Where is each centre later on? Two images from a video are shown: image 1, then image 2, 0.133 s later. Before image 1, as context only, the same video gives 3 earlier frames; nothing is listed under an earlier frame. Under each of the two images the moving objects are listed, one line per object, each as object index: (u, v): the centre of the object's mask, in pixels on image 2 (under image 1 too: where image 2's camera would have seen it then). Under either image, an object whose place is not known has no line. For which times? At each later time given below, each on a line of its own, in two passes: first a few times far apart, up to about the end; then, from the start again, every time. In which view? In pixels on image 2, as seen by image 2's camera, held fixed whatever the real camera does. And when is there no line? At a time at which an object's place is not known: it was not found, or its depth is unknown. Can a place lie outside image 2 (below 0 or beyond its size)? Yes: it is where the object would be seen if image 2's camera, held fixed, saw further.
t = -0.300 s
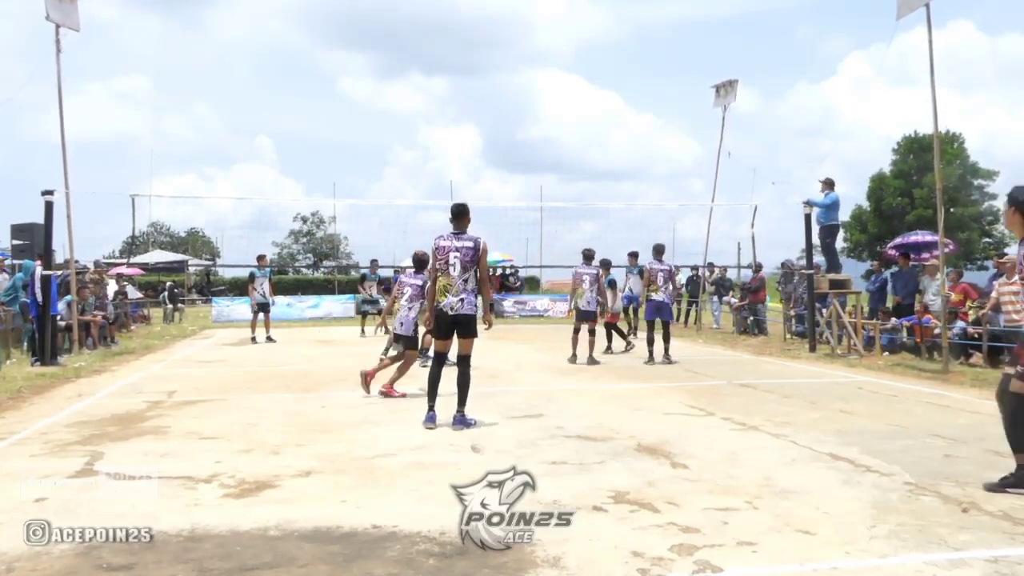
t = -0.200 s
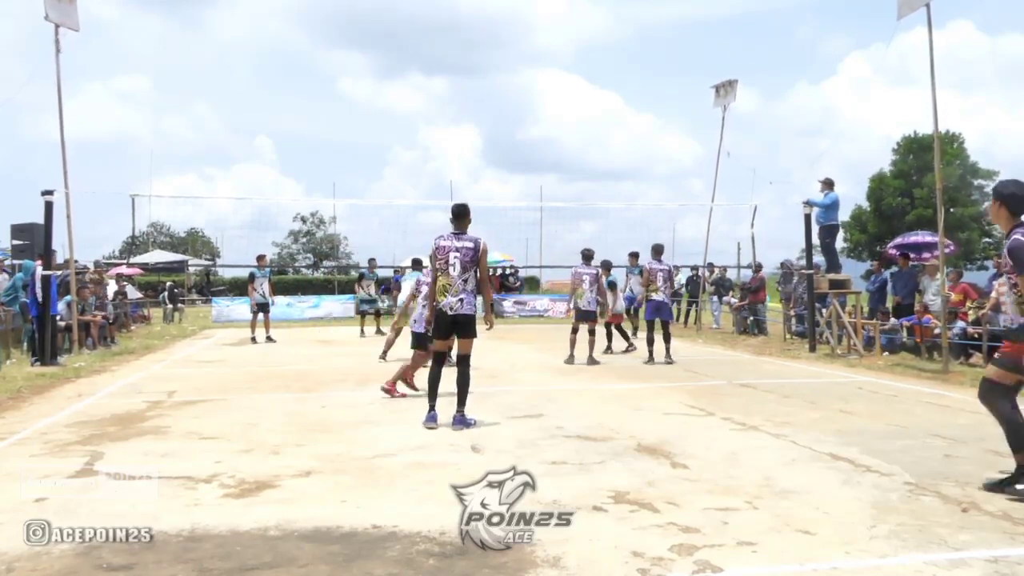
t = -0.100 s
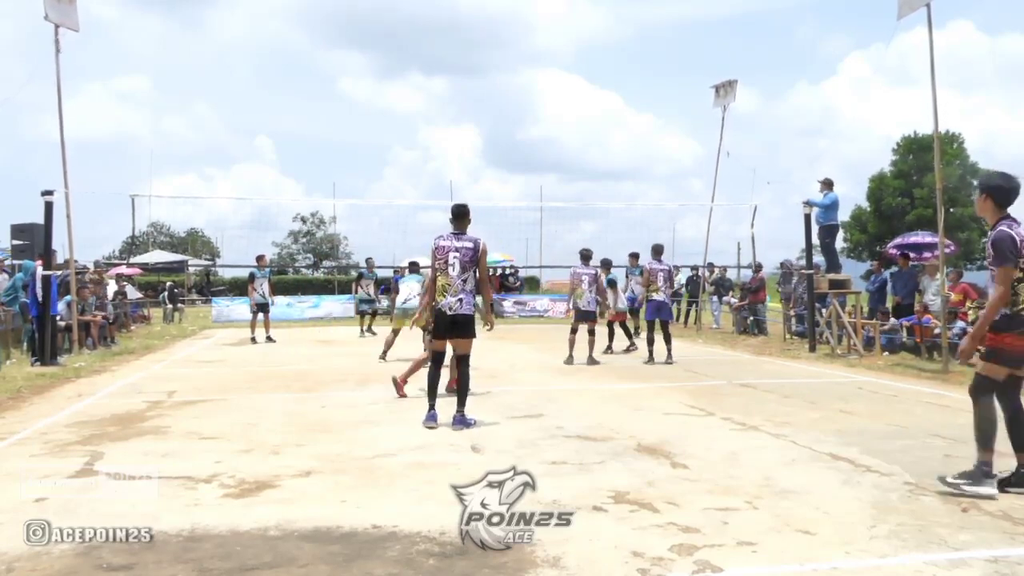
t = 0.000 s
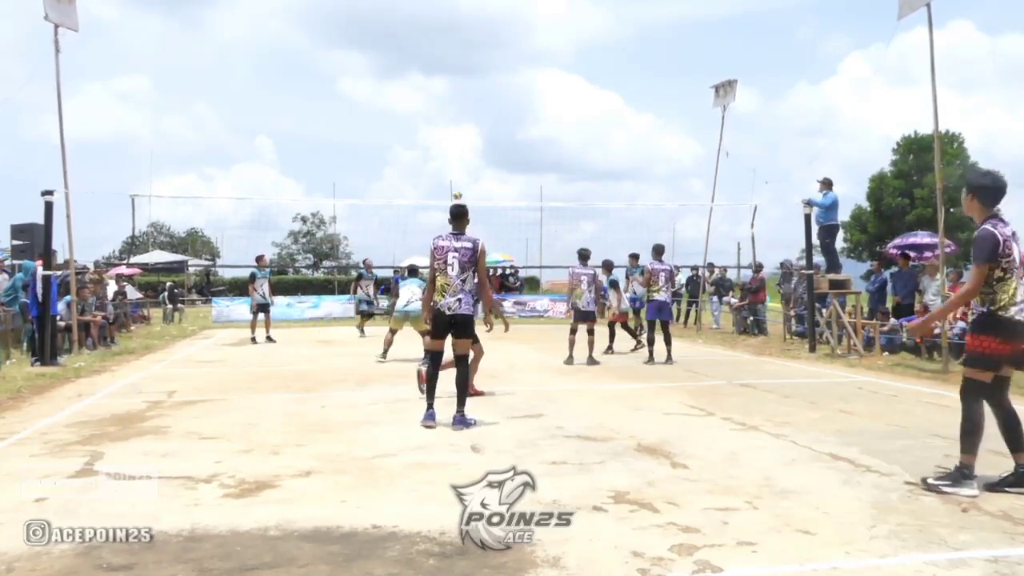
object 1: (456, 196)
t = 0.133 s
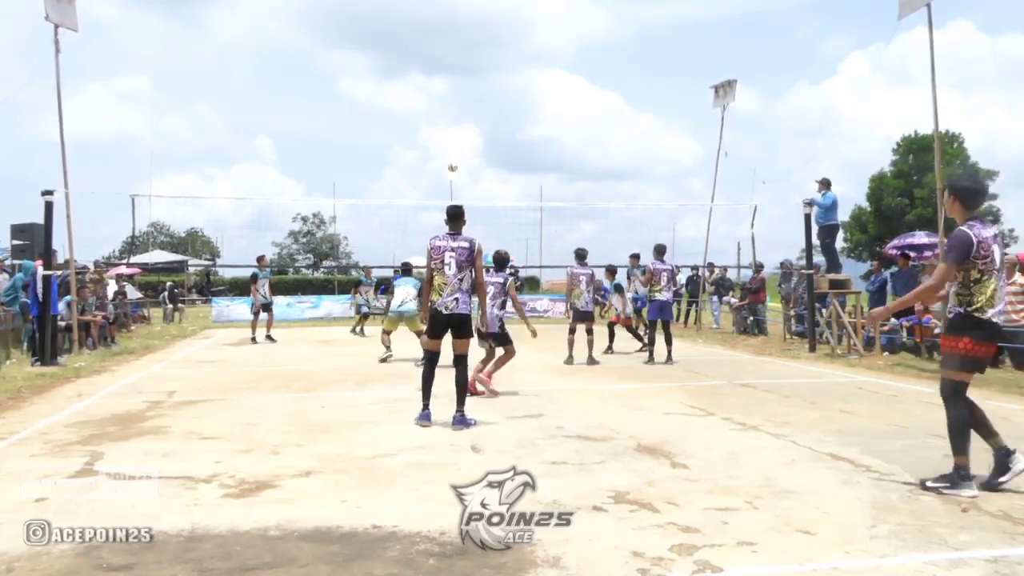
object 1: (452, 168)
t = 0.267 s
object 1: (448, 147)
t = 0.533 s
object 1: (439, 132)
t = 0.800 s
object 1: (430, 151)
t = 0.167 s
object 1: (451, 162)
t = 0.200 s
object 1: (450, 157)
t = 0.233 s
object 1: (449, 151)
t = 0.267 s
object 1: (448, 147)
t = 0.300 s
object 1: (446, 144)
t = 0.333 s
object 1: (445, 140)
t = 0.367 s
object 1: (444, 138)
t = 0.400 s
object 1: (443, 136)
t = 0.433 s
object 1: (442, 134)
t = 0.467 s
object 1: (440, 133)
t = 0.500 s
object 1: (440, 132)
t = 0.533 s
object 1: (439, 132)
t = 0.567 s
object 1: (437, 133)
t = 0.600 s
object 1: (437, 133)
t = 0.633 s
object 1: (435, 136)
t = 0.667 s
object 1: (434, 137)
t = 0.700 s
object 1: (433, 139)
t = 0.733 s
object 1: (432, 143)
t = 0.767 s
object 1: (431, 146)
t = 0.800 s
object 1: (430, 151)
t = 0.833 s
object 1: (429, 155)
